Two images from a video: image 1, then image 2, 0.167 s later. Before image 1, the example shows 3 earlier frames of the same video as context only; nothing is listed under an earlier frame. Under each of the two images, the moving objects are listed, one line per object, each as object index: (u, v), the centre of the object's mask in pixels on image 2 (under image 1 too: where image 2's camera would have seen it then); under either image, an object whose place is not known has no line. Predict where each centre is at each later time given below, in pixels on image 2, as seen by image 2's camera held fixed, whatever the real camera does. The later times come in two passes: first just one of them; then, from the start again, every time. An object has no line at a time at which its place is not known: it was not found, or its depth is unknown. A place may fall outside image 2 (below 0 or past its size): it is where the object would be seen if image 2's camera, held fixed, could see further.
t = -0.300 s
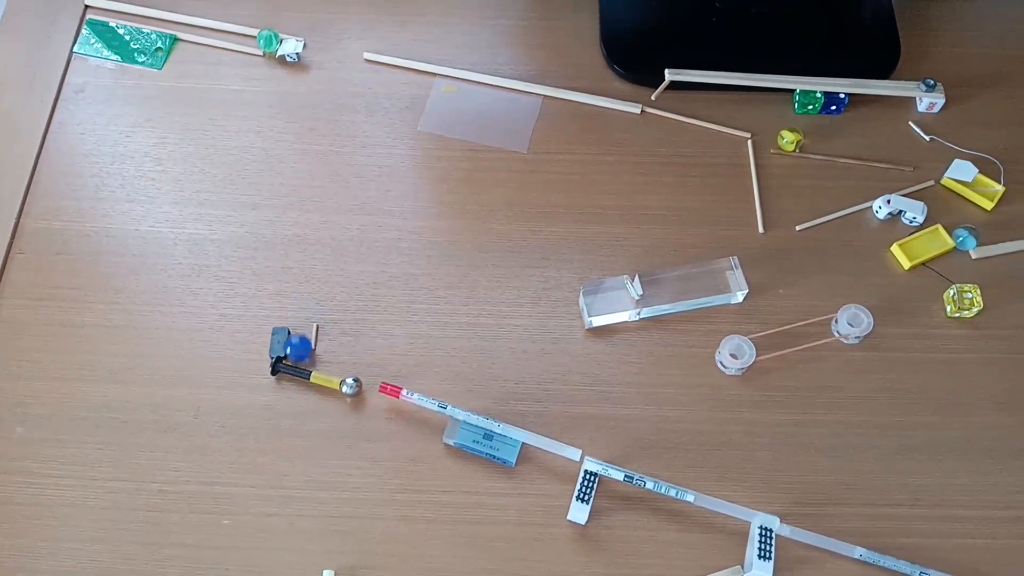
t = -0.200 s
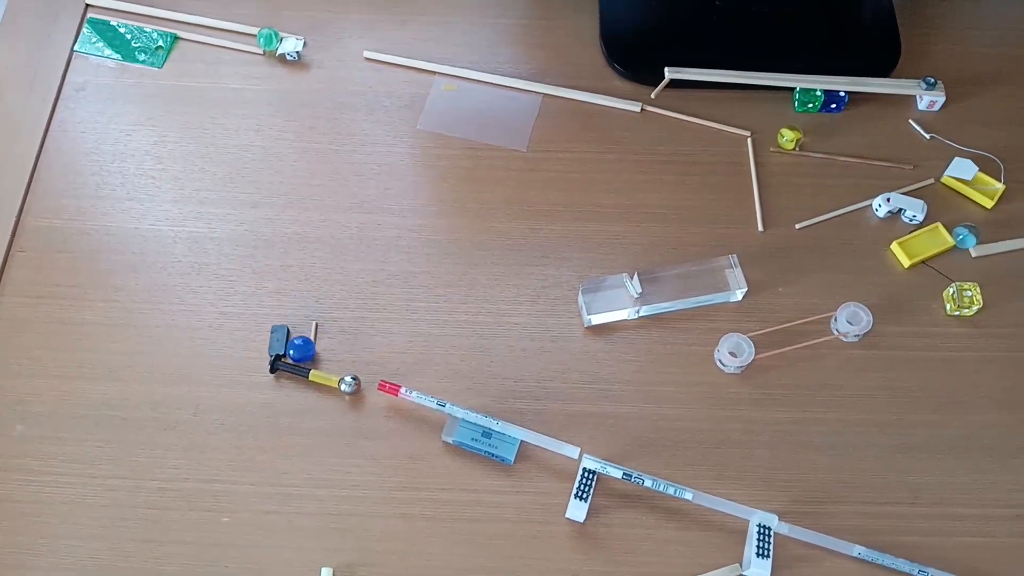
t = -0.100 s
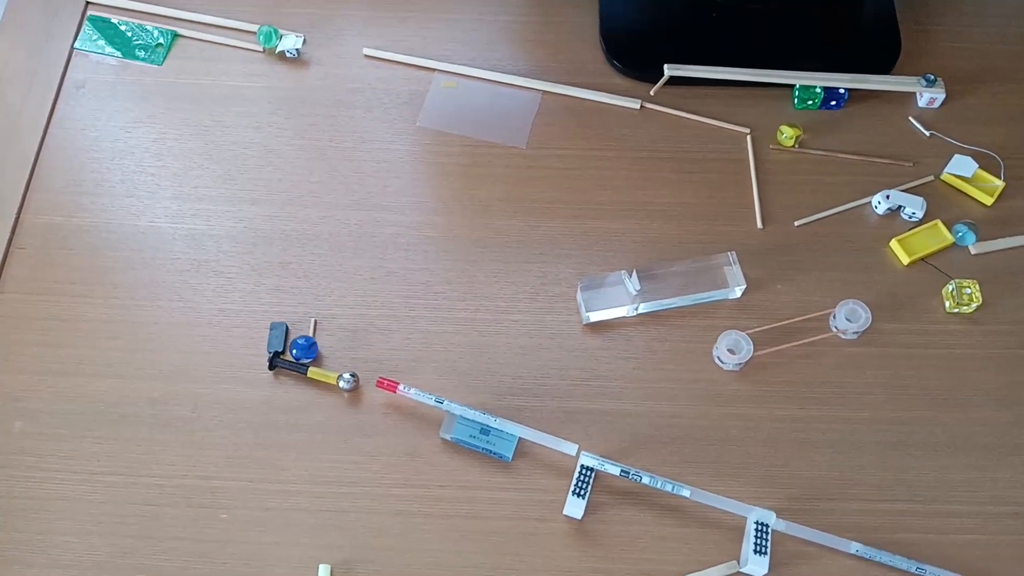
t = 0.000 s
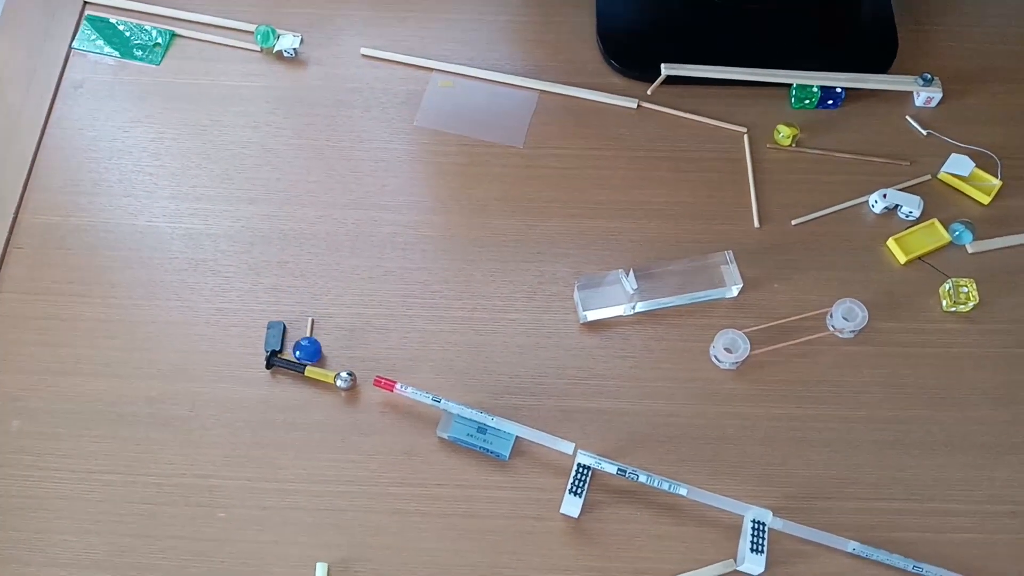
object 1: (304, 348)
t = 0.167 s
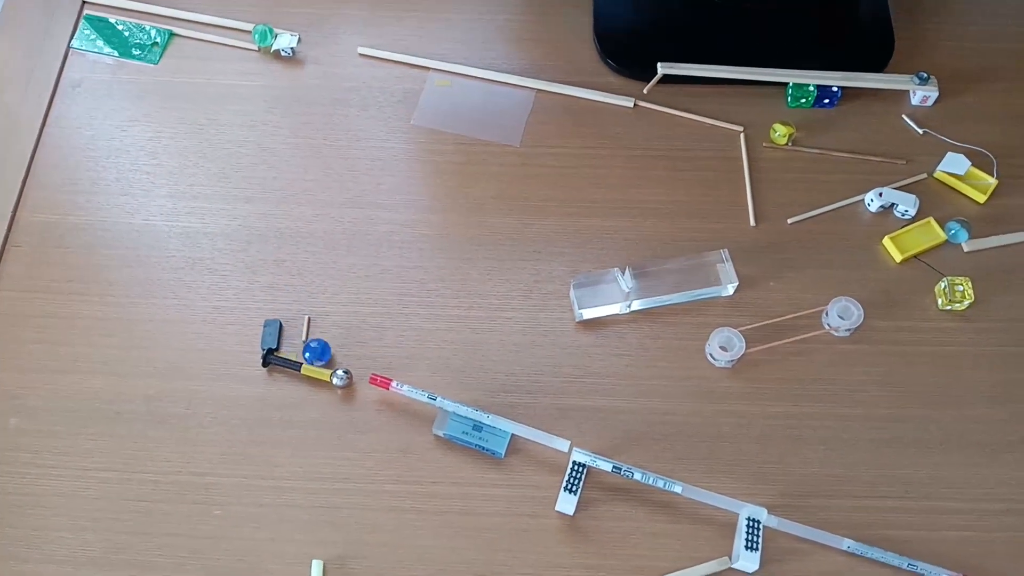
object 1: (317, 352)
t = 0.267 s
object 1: (325, 355)
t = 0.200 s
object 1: (320, 353)
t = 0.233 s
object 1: (323, 354)
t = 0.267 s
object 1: (325, 355)
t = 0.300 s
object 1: (328, 356)
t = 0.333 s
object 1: (331, 356)
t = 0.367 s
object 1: (333, 357)
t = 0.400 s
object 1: (336, 357)
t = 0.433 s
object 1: (338, 357)
